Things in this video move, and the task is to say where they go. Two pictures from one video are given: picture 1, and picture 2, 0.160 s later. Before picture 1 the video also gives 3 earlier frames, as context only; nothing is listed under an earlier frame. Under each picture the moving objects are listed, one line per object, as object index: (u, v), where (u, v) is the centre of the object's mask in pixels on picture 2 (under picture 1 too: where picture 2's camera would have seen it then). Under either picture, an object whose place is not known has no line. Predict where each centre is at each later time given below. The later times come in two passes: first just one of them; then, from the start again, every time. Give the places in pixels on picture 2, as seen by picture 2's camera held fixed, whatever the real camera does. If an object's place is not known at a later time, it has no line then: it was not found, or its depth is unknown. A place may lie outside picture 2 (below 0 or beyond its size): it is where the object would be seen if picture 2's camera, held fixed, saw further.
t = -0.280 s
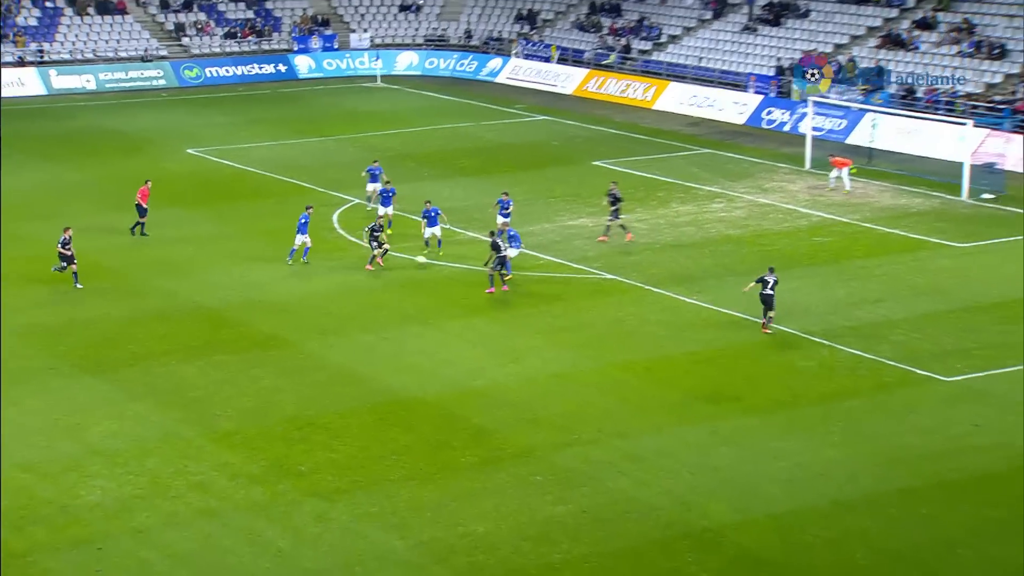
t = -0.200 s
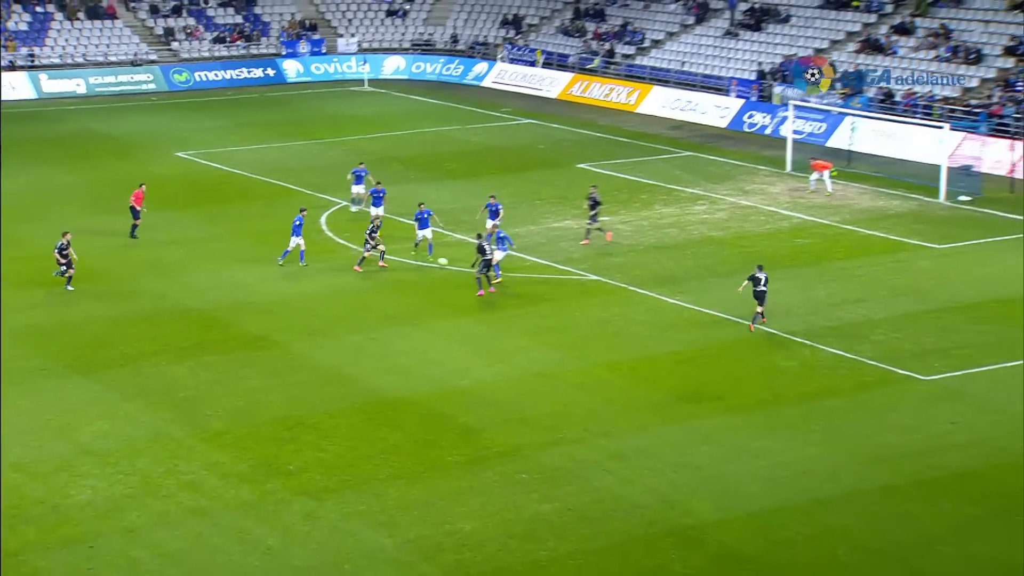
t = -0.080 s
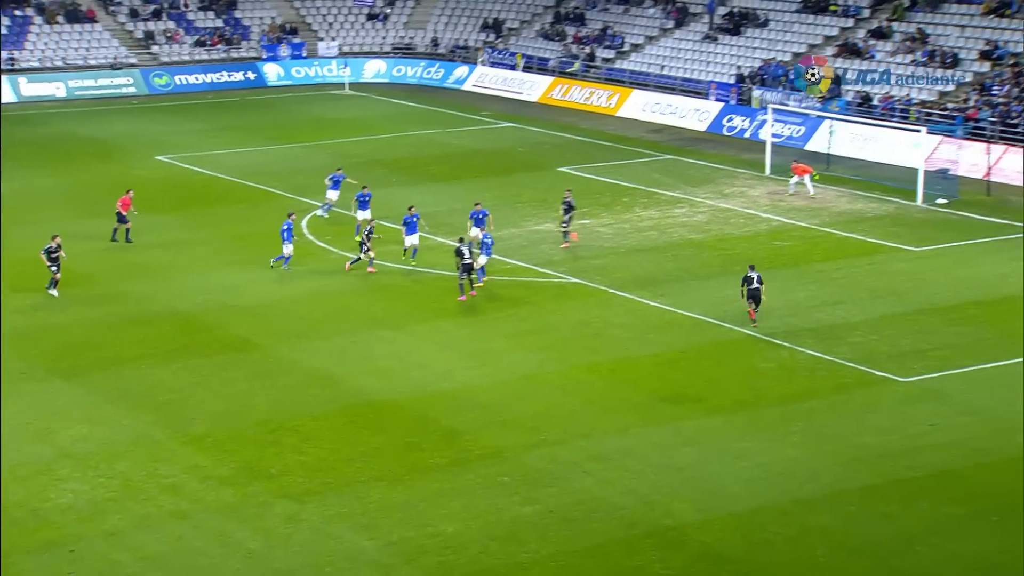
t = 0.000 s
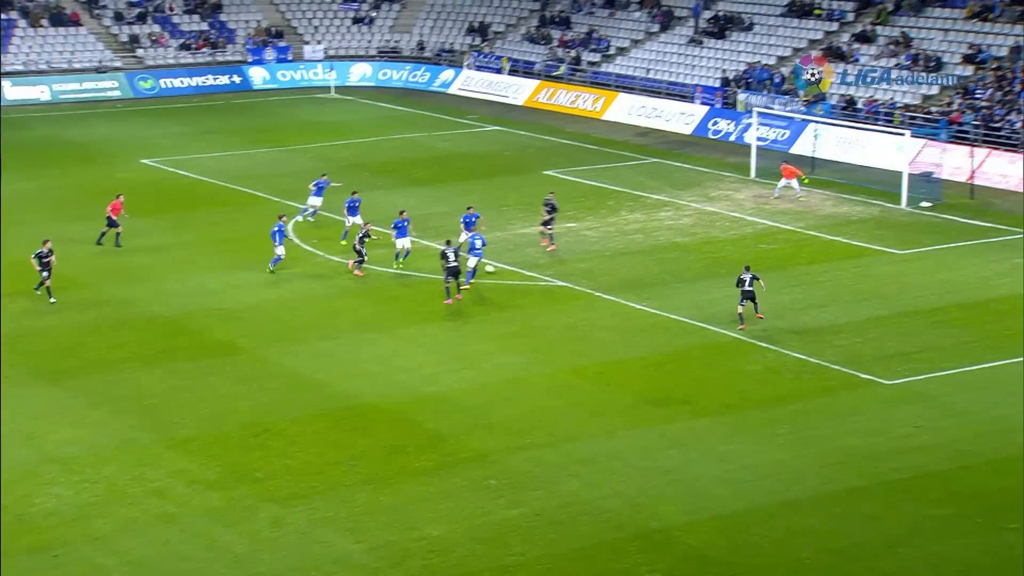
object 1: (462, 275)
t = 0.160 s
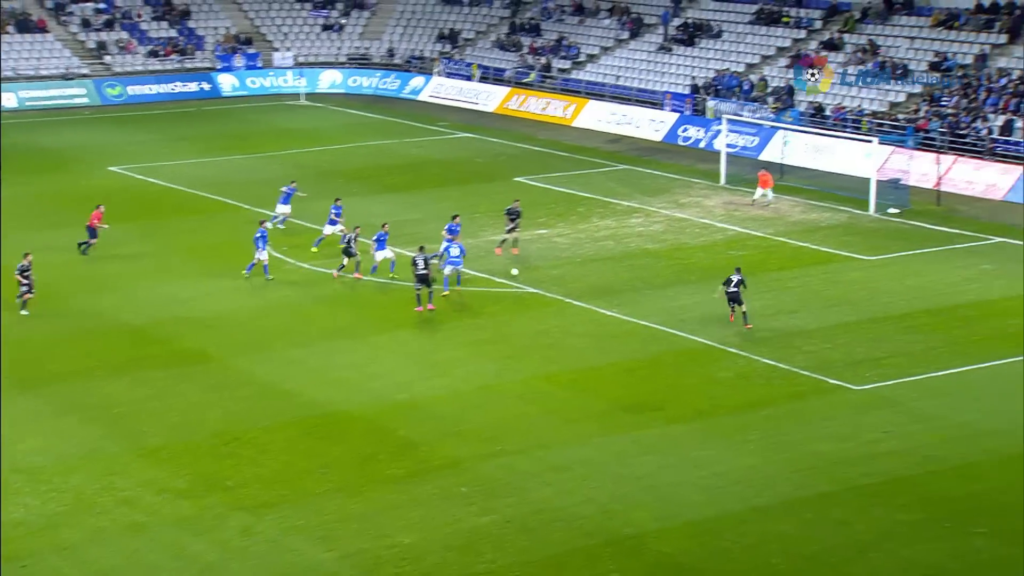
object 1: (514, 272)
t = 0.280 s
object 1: (552, 274)
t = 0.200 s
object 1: (527, 273)
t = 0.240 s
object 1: (540, 273)
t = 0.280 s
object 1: (552, 274)
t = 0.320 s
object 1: (562, 273)
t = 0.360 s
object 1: (574, 273)
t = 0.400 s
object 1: (585, 273)
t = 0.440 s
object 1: (596, 273)
